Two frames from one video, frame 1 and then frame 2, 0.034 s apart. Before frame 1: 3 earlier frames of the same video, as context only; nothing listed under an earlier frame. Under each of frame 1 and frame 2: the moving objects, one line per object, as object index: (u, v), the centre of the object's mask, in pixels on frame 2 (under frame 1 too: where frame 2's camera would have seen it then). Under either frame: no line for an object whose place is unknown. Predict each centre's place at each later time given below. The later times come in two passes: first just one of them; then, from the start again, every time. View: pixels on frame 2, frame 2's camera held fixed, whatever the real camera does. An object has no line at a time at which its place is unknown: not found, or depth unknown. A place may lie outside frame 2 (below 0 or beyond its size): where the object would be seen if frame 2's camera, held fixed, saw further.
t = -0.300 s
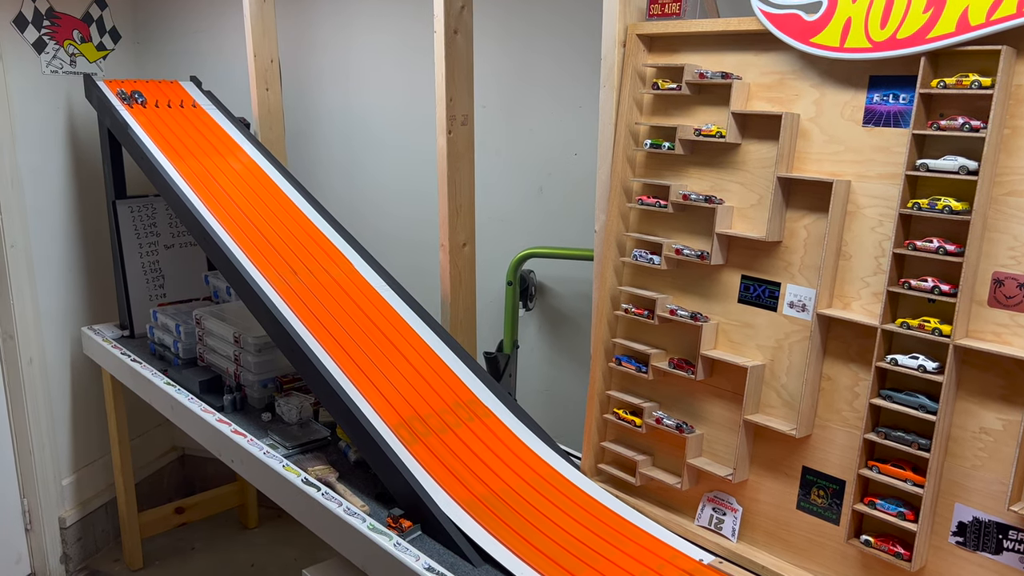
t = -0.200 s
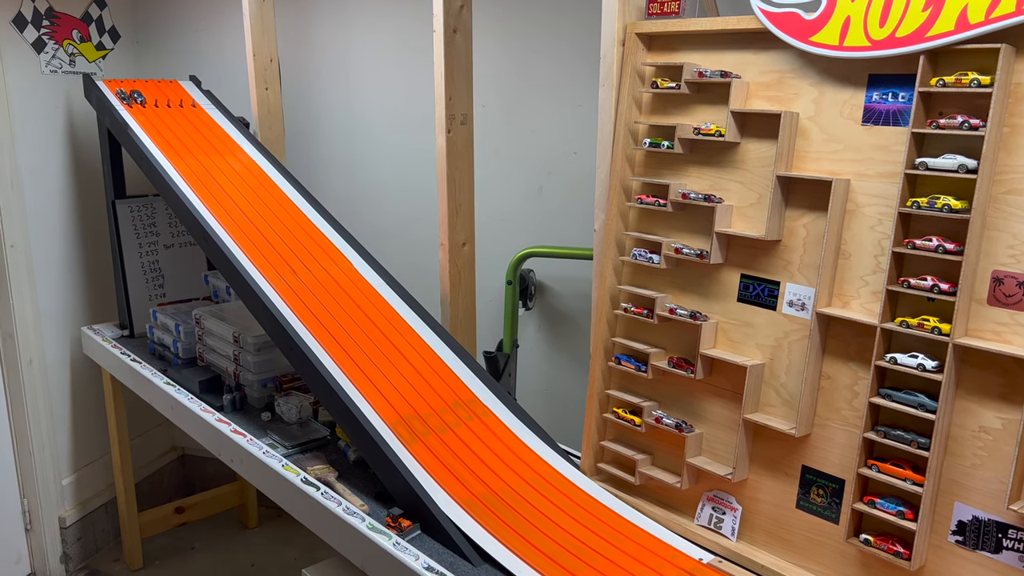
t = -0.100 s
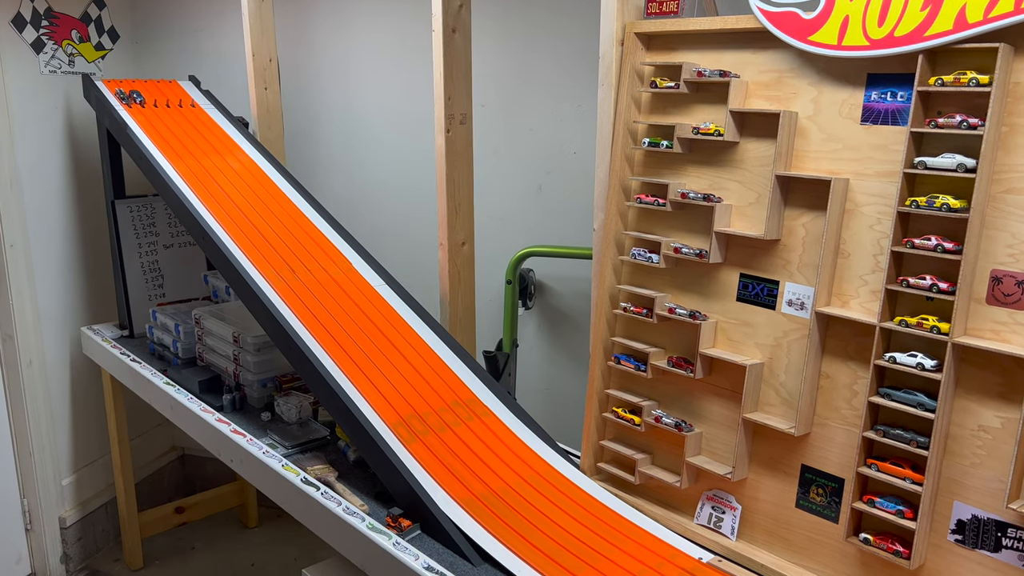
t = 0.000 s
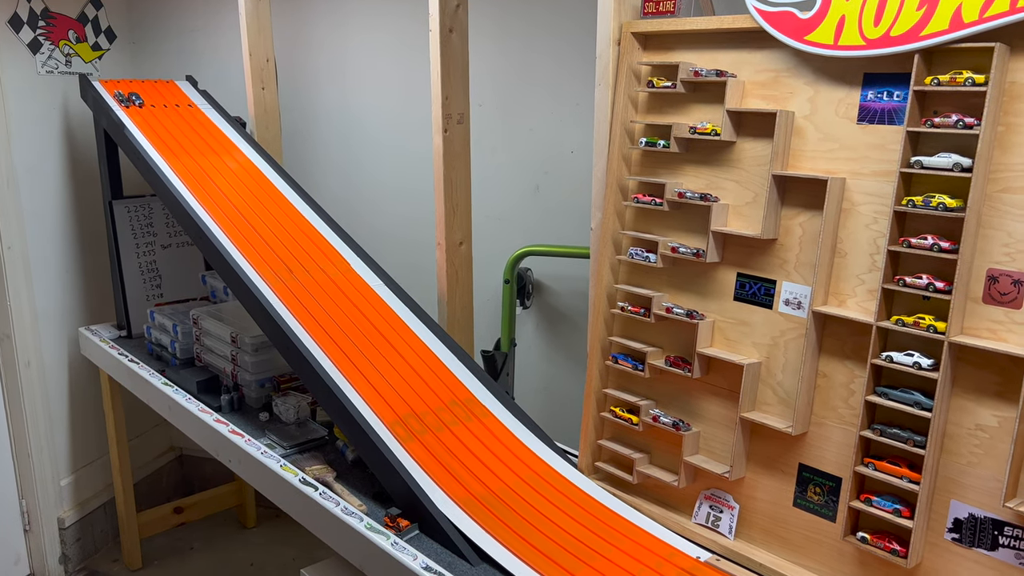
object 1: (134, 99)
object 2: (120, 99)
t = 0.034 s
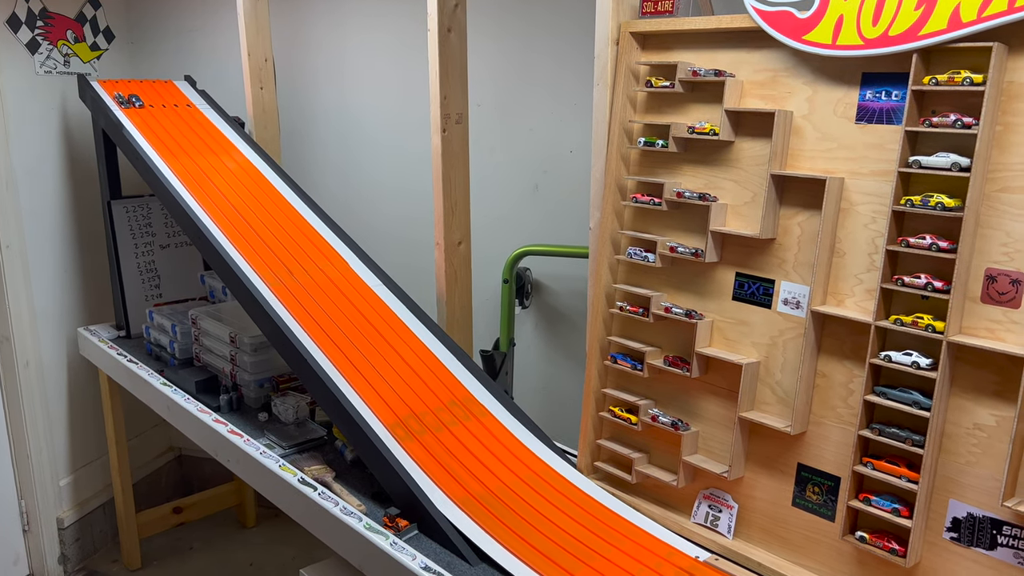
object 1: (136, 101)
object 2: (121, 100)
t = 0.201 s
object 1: (151, 119)
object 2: (137, 118)
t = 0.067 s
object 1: (137, 103)
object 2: (123, 103)
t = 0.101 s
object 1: (140, 106)
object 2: (126, 106)
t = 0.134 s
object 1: (143, 110)
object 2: (129, 110)
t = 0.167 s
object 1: (147, 114)
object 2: (132, 114)
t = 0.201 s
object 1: (151, 119)
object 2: (137, 118)
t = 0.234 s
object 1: (156, 125)
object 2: (141, 124)
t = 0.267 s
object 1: (161, 131)
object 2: (146, 130)
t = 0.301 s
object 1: (168, 138)
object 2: (152, 137)
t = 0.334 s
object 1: (175, 146)
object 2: (159, 145)
